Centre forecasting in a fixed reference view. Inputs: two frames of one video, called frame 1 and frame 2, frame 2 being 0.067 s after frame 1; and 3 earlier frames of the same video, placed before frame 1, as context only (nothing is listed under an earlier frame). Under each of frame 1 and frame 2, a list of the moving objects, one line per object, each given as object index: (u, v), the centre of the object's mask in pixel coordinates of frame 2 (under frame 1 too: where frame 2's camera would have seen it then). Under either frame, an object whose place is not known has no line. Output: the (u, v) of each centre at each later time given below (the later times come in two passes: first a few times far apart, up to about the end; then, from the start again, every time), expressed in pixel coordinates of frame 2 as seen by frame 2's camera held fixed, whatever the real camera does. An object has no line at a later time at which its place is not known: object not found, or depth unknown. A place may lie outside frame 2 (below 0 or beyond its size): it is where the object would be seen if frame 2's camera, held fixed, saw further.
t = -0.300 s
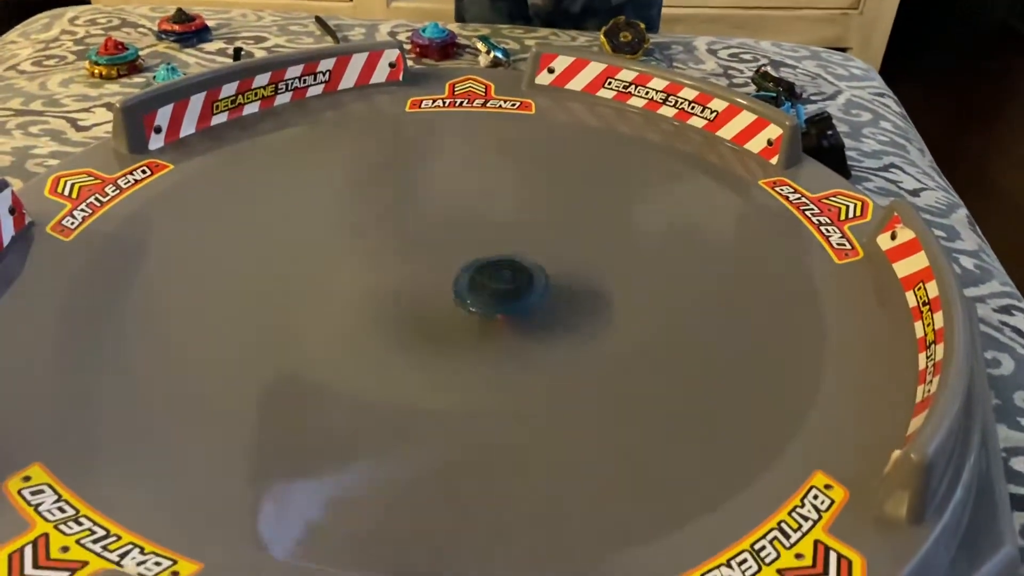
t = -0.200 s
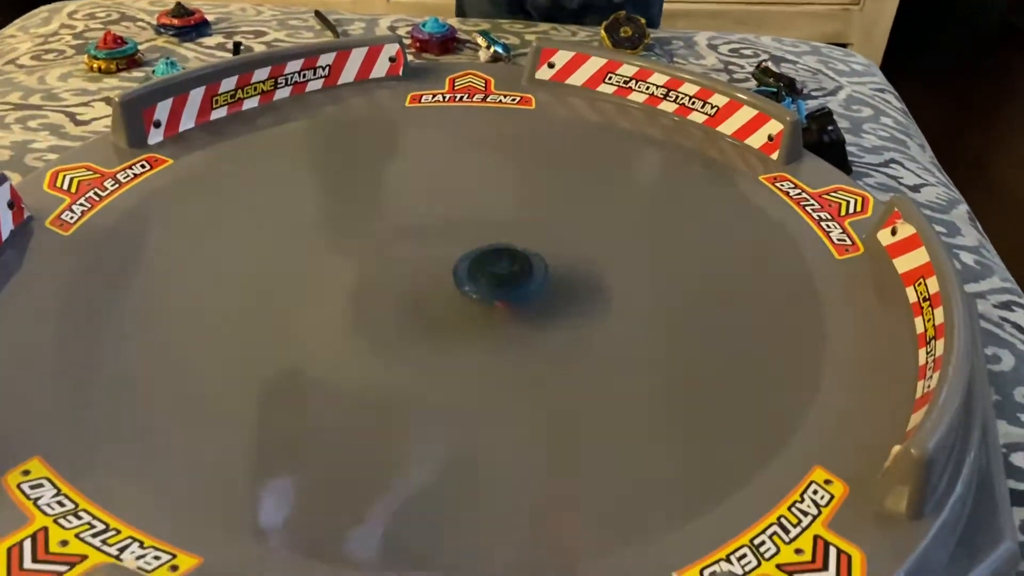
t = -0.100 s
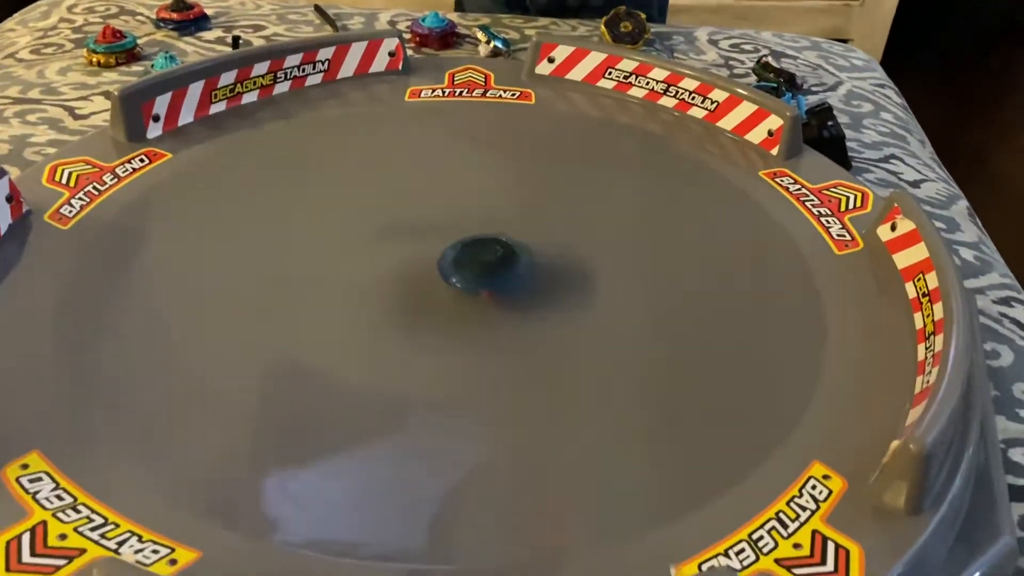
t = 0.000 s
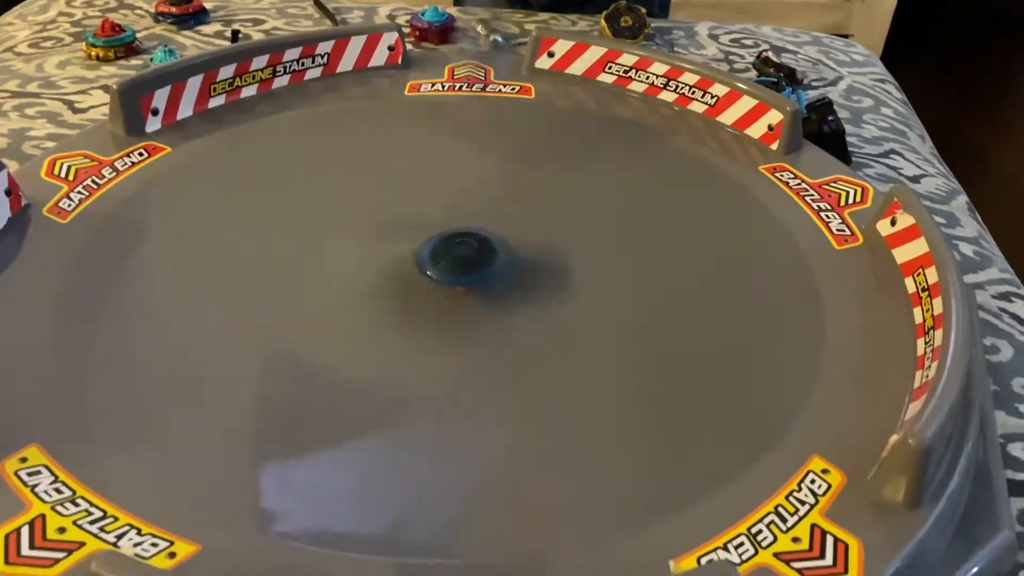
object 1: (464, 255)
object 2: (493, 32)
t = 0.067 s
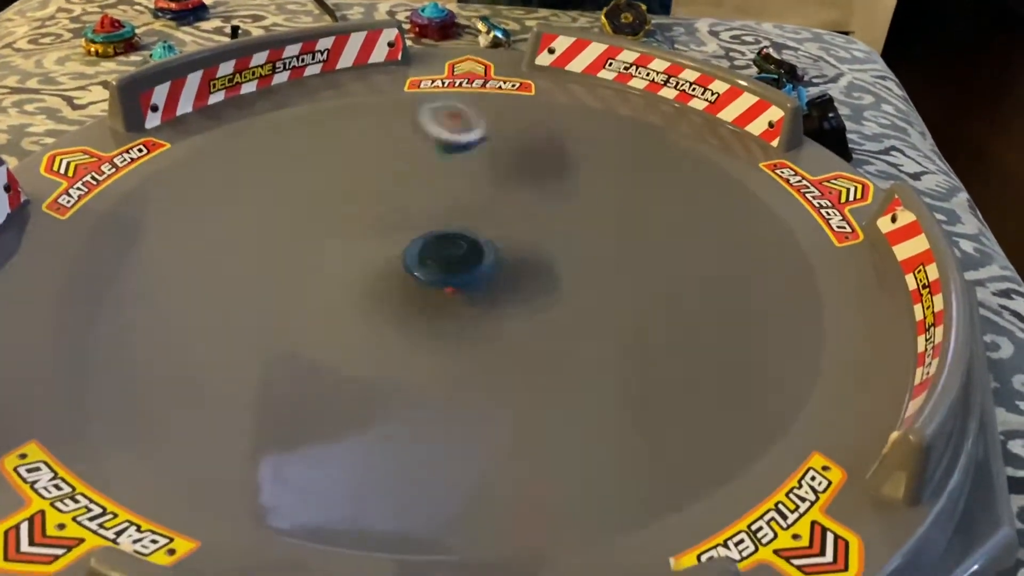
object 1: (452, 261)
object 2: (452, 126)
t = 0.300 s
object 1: (446, 343)
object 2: (313, 241)
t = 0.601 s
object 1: (507, 380)
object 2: (279, 172)
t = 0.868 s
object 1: (570, 320)
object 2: (268, 119)
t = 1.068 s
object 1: (602, 276)
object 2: (264, 145)
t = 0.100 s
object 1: (446, 262)
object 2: (434, 138)
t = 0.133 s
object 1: (442, 265)
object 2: (416, 166)
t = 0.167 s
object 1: (436, 267)
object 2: (395, 212)
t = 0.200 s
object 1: (433, 283)
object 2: (374, 234)
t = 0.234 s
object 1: (438, 304)
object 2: (352, 236)
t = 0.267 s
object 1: (443, 318)
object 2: (331, 238)
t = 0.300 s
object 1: (446, 343)
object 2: (313, 241)
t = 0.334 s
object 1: (448, 359)
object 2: (296, 238)
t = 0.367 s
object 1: (451, 373)
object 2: (282, 235)
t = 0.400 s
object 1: (453, 386)
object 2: (274, 230)
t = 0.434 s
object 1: (456, 392)
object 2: (269, 222)
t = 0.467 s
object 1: (459, 394)
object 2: (268, 214)
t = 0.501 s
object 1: (465, 392)
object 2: (269, 202)
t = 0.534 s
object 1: (479, 390)
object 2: (271, 191)
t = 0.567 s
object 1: (494, 385)
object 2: (275, 182)
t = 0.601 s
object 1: (507, 380)
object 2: (279, 172)
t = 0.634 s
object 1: (517, 374)
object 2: (281, 161)
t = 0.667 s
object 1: (528, 367)
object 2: (283, 152)
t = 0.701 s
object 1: (537, 360)
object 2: (282, 142)
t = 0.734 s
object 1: (546, 352)
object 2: (281, 134)
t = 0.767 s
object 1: (553, 345)
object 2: (279, 129)
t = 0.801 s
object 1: (559, 337)
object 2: (276, 125)
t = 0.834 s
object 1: (564, 329)
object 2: (272, 120)
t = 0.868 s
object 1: (570, 320)
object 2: (268, 119)
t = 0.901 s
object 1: (576, 313)
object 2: (263, 120)
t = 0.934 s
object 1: (581, 305)
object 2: (260, 121)
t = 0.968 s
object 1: (588, 299)
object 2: (257, 125)
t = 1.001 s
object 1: (592, 291)
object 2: (257, 131)
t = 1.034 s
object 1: (600, 283)
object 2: (259, 138)
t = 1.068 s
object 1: (602, 276)
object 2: (264, 145)
